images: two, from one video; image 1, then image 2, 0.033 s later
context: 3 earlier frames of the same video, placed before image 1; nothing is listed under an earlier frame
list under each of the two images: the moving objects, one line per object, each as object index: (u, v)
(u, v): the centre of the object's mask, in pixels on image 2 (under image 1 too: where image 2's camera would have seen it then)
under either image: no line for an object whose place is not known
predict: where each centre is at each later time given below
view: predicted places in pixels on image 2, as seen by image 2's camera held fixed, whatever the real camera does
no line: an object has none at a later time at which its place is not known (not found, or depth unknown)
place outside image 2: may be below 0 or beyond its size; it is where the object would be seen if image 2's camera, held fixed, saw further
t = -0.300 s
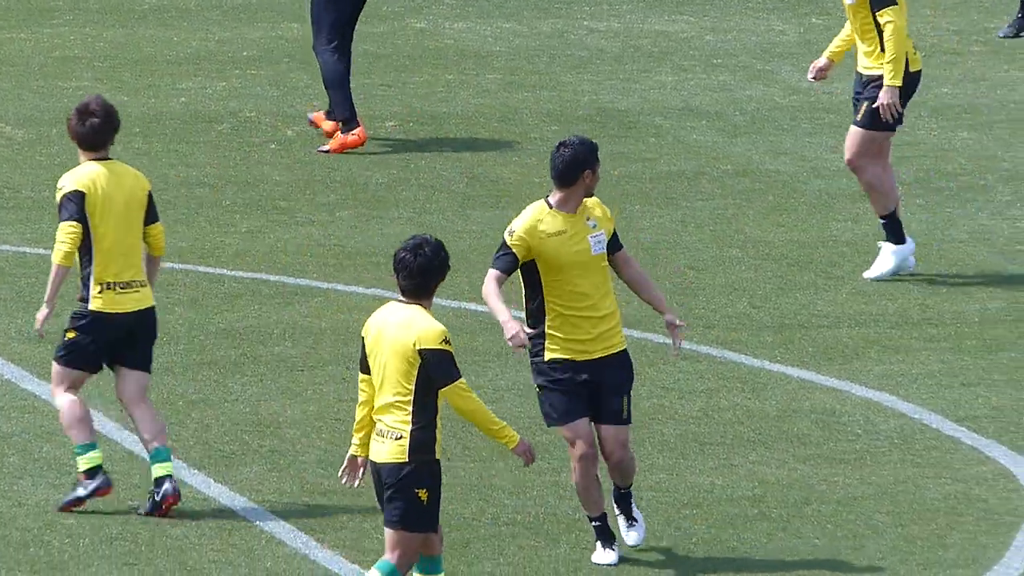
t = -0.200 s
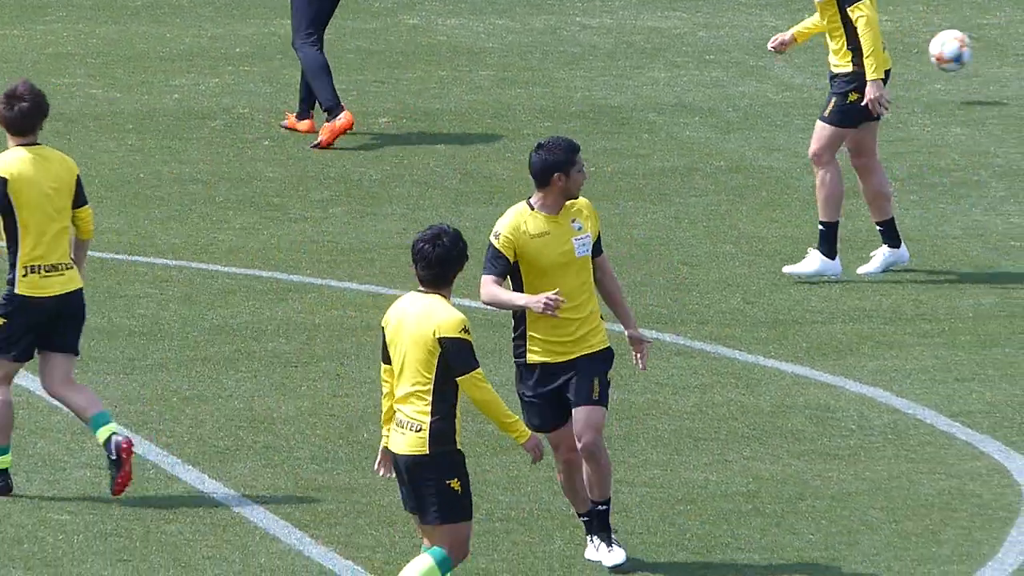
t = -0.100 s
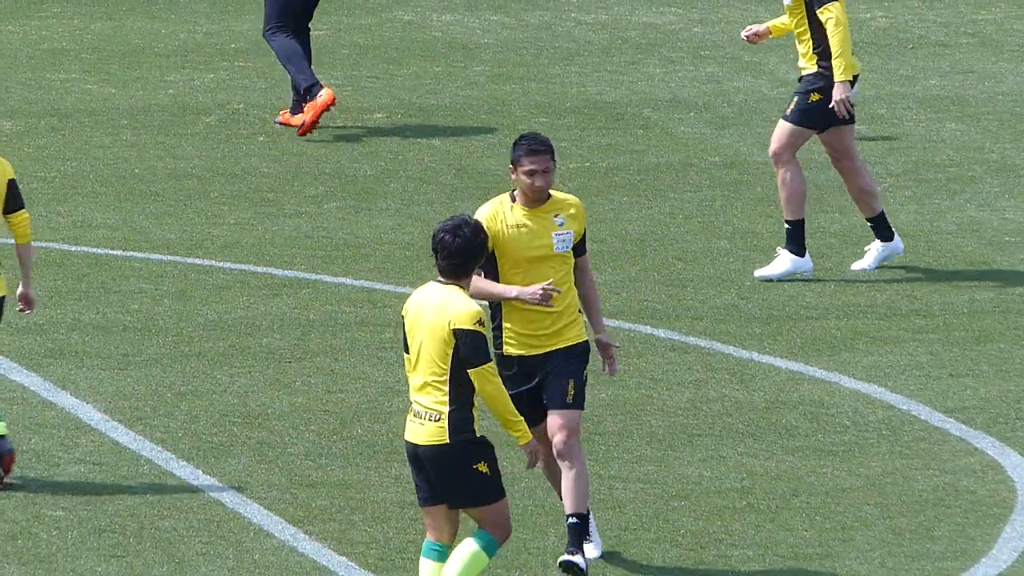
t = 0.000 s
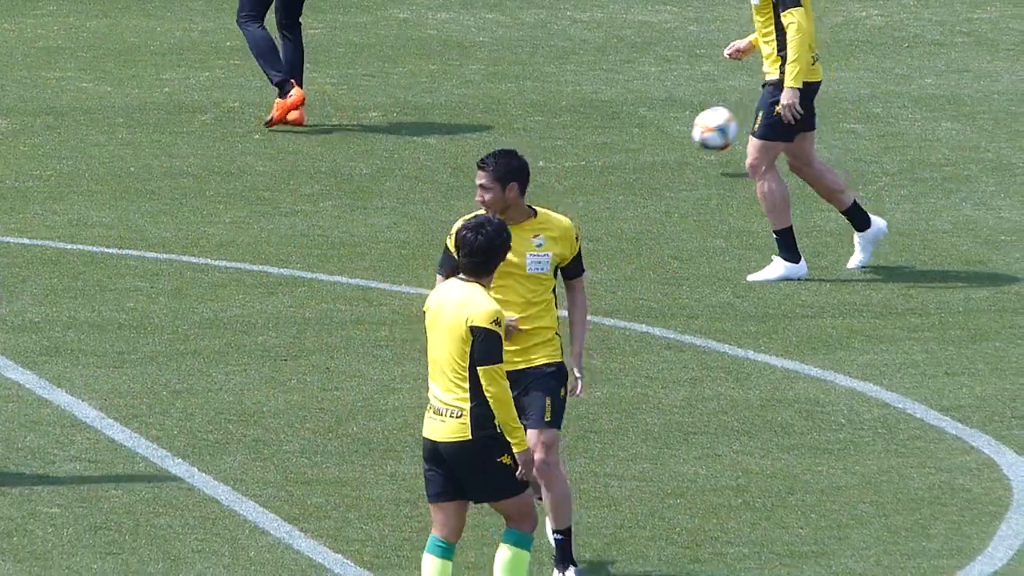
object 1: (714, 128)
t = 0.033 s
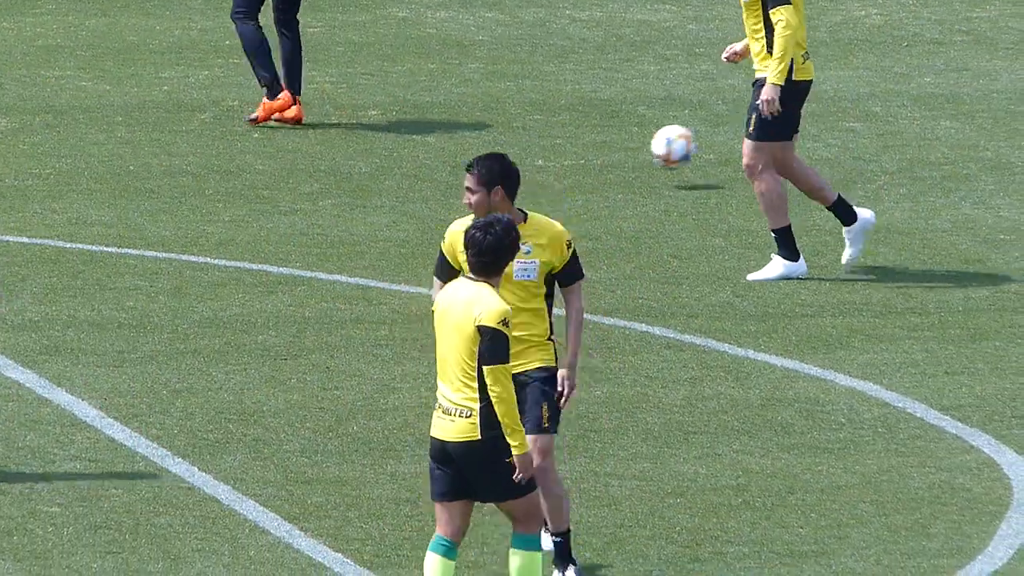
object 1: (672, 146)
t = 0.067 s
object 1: (630, 167)
